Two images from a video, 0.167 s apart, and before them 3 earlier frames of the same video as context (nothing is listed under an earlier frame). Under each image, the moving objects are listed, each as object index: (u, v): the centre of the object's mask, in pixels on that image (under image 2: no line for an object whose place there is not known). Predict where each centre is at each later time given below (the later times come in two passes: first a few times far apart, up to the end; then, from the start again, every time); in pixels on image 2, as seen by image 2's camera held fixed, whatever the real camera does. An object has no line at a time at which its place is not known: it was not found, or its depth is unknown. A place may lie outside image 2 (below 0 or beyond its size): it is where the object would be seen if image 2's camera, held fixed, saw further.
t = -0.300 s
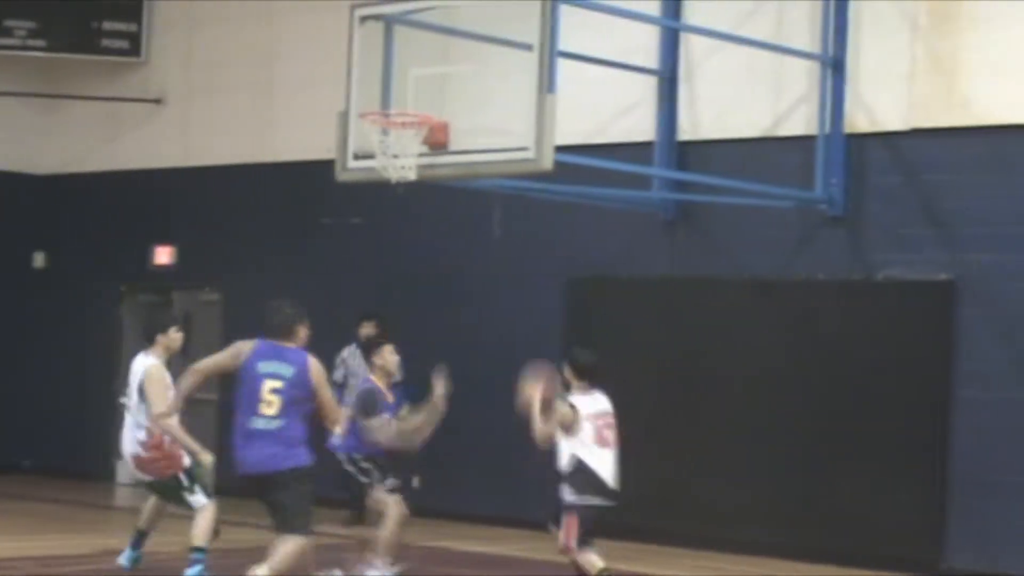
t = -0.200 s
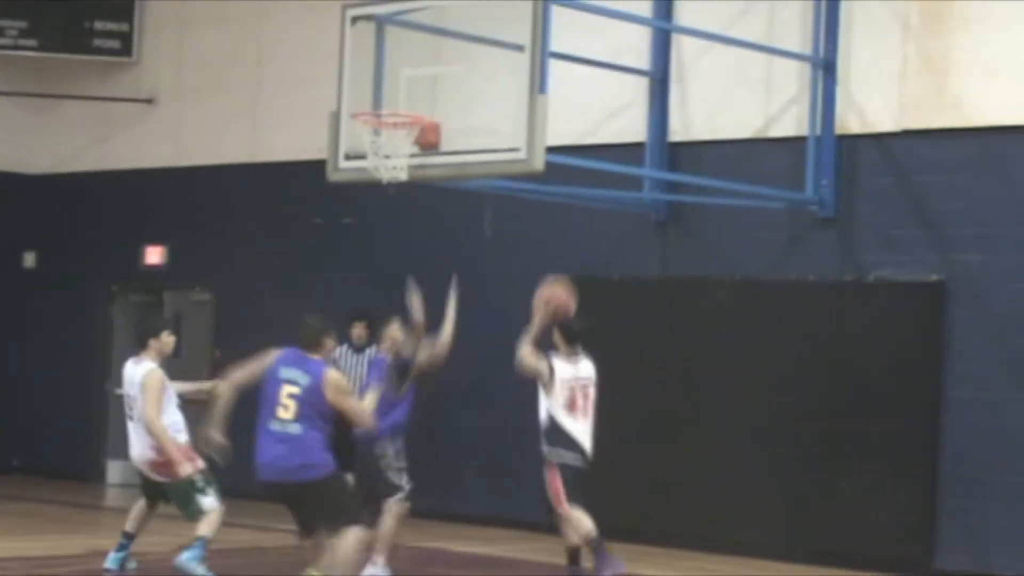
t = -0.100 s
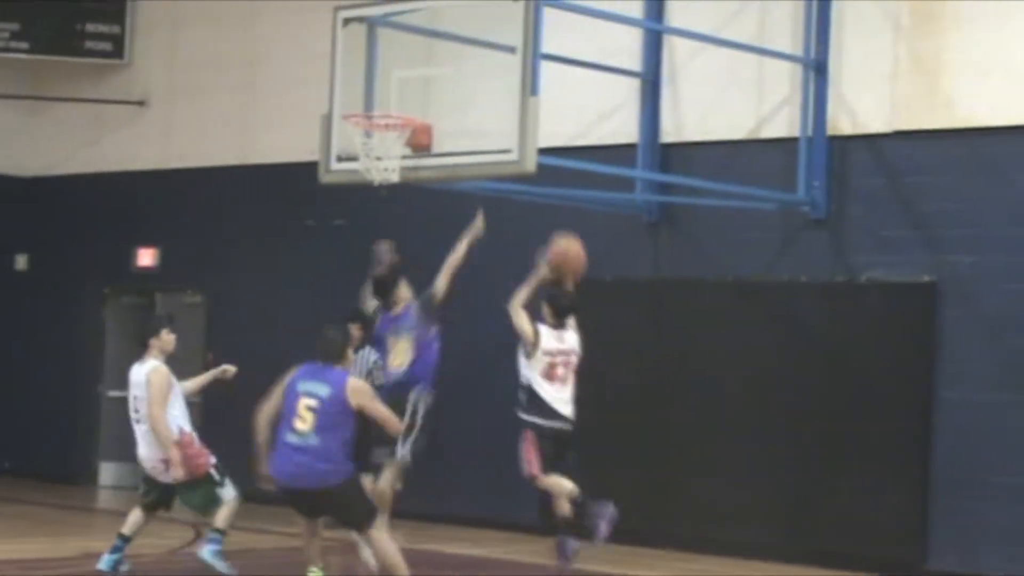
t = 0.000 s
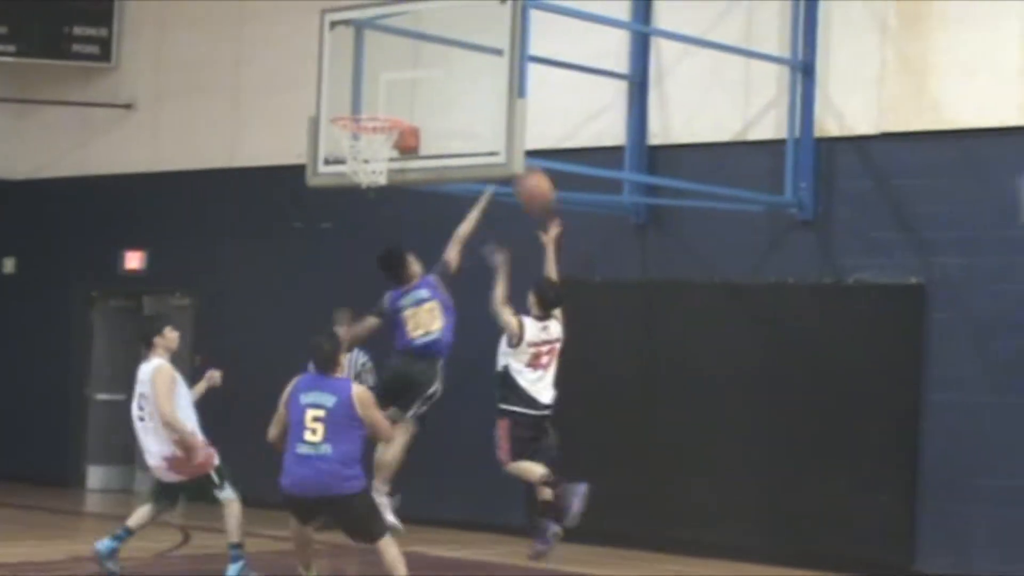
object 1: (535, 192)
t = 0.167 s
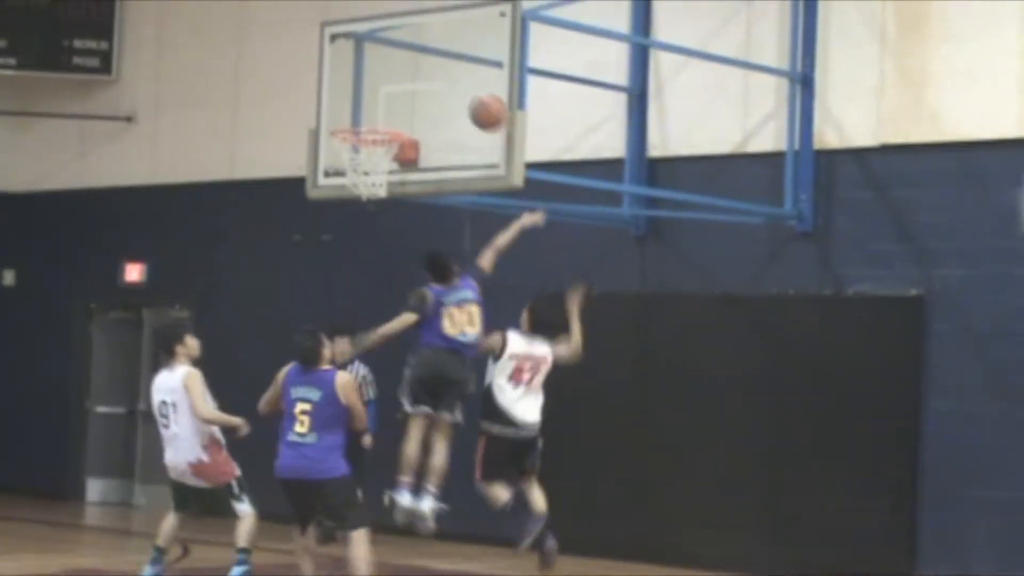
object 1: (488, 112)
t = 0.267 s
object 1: (462, 81)
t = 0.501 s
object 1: (400, 64)
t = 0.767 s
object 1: (351, 112)
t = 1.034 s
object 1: (404, 114)
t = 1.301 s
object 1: (423, 115)
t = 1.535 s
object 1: (436, 155)
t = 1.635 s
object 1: (441, 179)
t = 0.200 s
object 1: (480, 100)
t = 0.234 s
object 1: (471, 89)
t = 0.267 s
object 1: (462, 81)
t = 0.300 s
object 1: (453, 73)
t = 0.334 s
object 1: (444, 68)
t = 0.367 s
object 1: (435, 64)
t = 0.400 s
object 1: (427, 62)
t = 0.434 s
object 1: (418, 61)
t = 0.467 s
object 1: (409, 61)
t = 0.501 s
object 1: (400, 64)
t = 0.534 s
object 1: (391, 68)
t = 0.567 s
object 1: (382, 74)
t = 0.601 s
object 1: (374, 81)
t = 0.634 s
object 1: (365, 90)
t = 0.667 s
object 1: (355, 100)
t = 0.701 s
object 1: (346, 111)
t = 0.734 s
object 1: (343, 117)
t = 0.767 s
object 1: (351, 112)
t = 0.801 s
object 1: (358, 109)
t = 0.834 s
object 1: (365, 107)
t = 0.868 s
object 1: (373, 107)
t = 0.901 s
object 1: (380, 107)
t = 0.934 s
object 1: (386, 109)
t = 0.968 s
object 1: (394, 113)
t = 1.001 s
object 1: (400, 117)
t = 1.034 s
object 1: (404, 114)
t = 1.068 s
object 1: (408, 110)
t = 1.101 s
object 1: (411, 108)
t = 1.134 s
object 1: (414, 106)
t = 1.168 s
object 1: (417, 107)
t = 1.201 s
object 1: (421, 109)
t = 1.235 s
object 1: (423, 111)
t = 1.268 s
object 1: (423, 112)
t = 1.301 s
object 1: (423, 115)
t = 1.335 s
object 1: (422, 119)
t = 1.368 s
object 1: (421, 124)
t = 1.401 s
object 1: (422, 129)
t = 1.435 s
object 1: (424, 134)
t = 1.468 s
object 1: (428, 139)
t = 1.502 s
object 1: (431, 146)
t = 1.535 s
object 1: (436, 155)
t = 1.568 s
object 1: (439, 164)
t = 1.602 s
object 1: (443, 175)
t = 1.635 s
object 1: (441, 179)
